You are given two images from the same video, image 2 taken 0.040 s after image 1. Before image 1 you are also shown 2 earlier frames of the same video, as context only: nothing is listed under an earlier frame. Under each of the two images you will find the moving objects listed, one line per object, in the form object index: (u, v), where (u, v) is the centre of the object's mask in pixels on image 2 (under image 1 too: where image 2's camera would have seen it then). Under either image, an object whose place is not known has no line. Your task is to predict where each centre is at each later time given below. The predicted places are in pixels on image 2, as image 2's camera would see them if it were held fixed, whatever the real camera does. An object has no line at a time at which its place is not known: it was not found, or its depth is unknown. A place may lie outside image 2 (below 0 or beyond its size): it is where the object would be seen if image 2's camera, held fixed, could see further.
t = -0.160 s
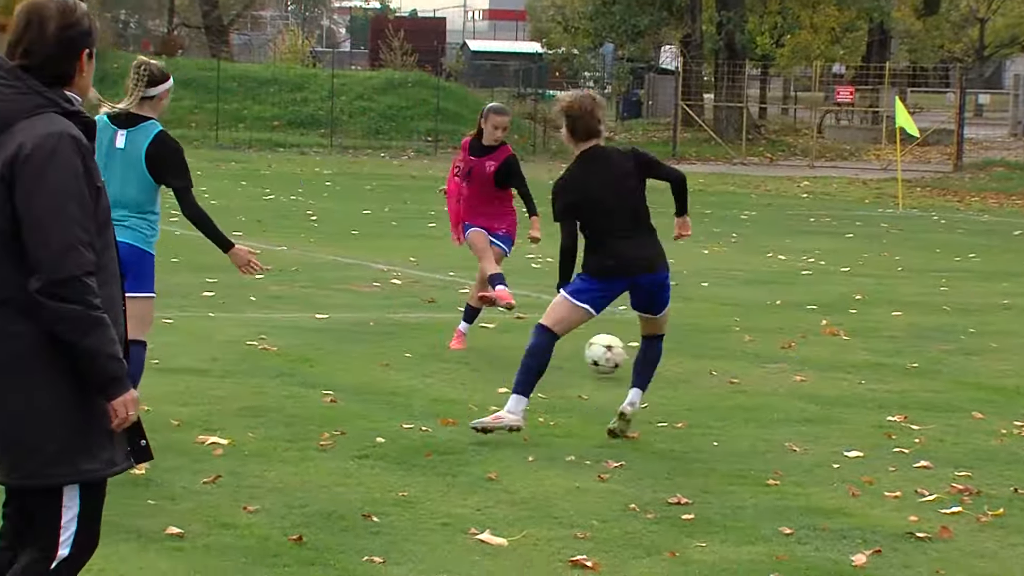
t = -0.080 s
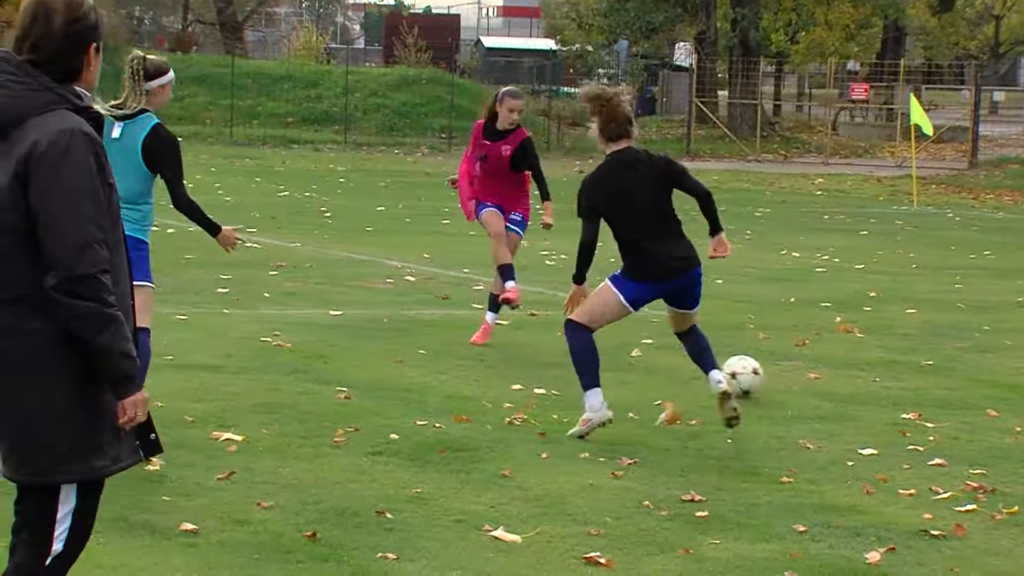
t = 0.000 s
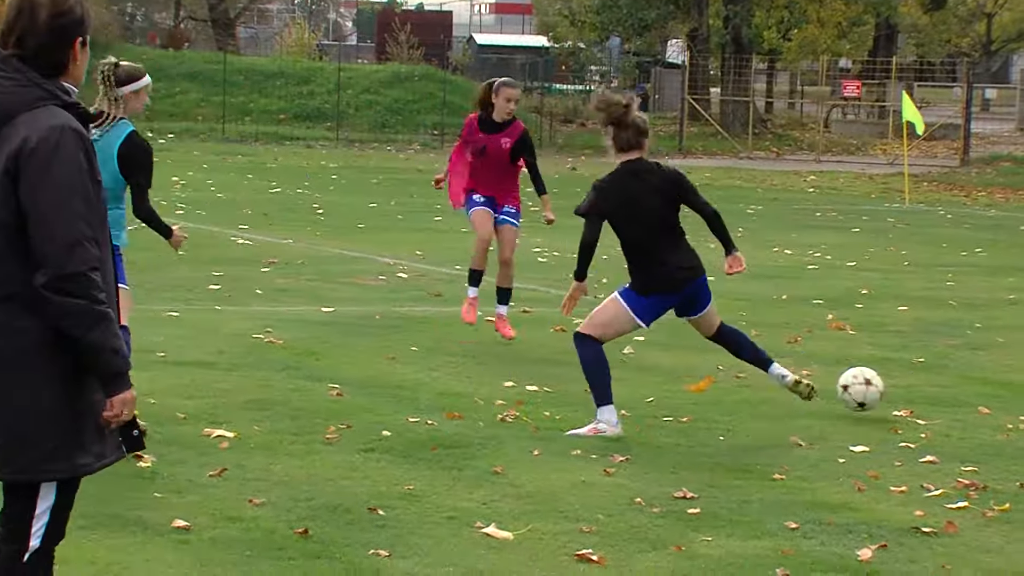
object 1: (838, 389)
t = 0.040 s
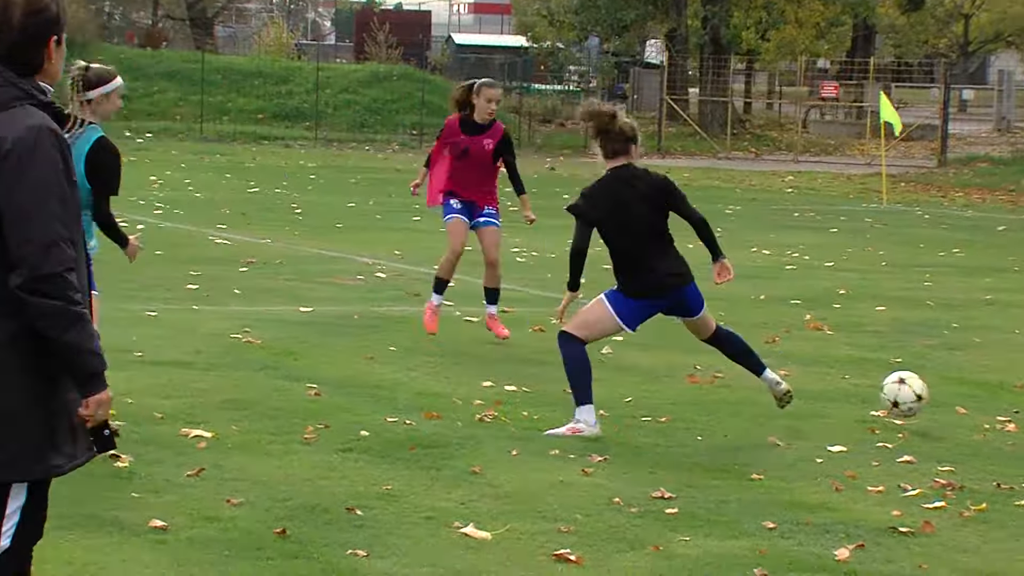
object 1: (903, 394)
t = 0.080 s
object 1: (973, 403)
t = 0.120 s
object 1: (1047, 417)
